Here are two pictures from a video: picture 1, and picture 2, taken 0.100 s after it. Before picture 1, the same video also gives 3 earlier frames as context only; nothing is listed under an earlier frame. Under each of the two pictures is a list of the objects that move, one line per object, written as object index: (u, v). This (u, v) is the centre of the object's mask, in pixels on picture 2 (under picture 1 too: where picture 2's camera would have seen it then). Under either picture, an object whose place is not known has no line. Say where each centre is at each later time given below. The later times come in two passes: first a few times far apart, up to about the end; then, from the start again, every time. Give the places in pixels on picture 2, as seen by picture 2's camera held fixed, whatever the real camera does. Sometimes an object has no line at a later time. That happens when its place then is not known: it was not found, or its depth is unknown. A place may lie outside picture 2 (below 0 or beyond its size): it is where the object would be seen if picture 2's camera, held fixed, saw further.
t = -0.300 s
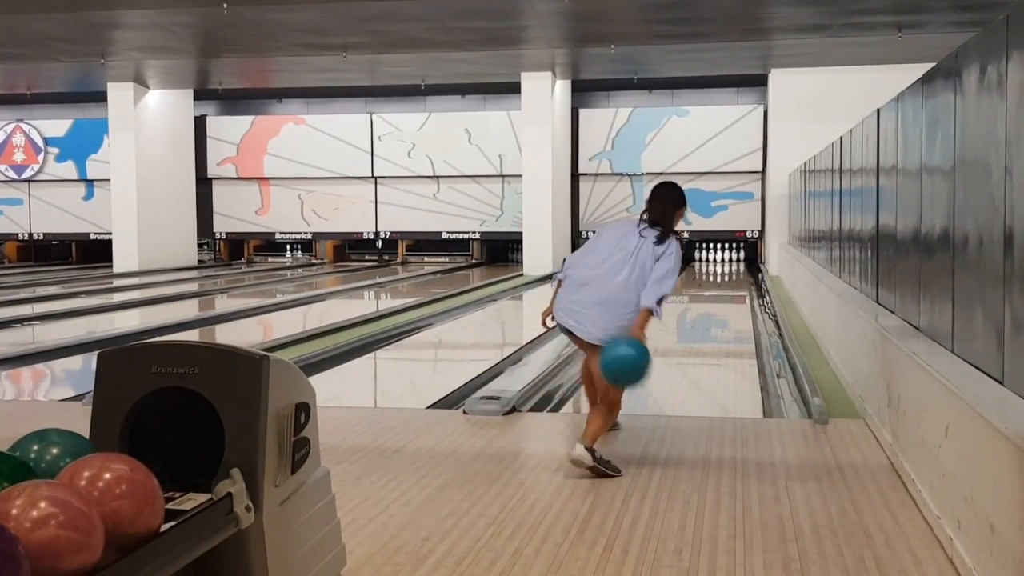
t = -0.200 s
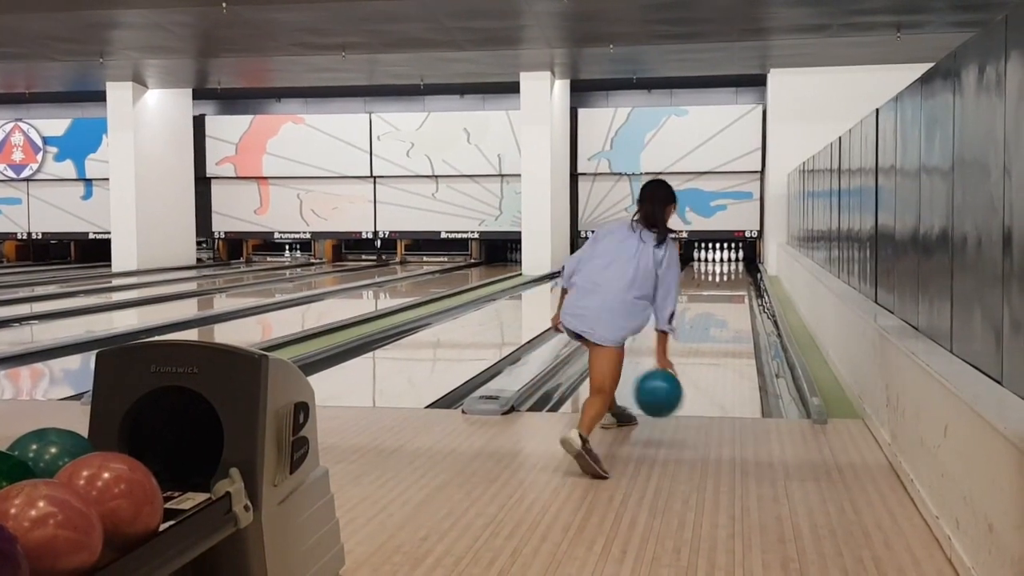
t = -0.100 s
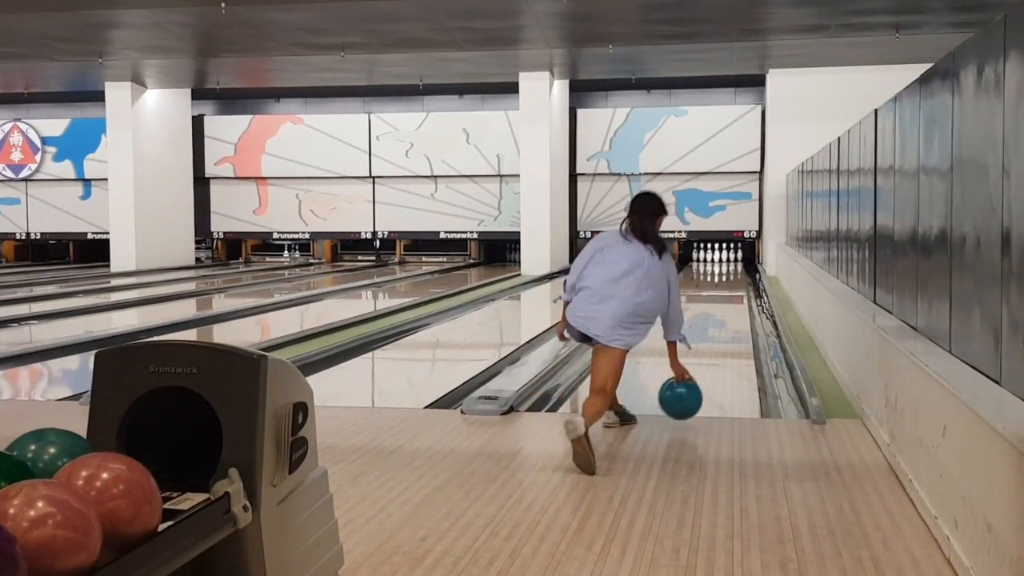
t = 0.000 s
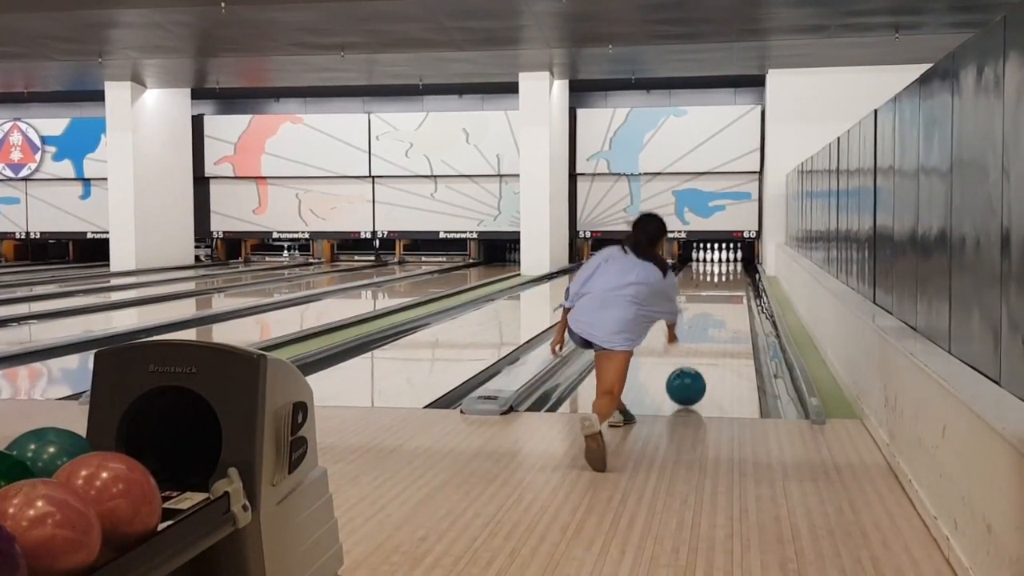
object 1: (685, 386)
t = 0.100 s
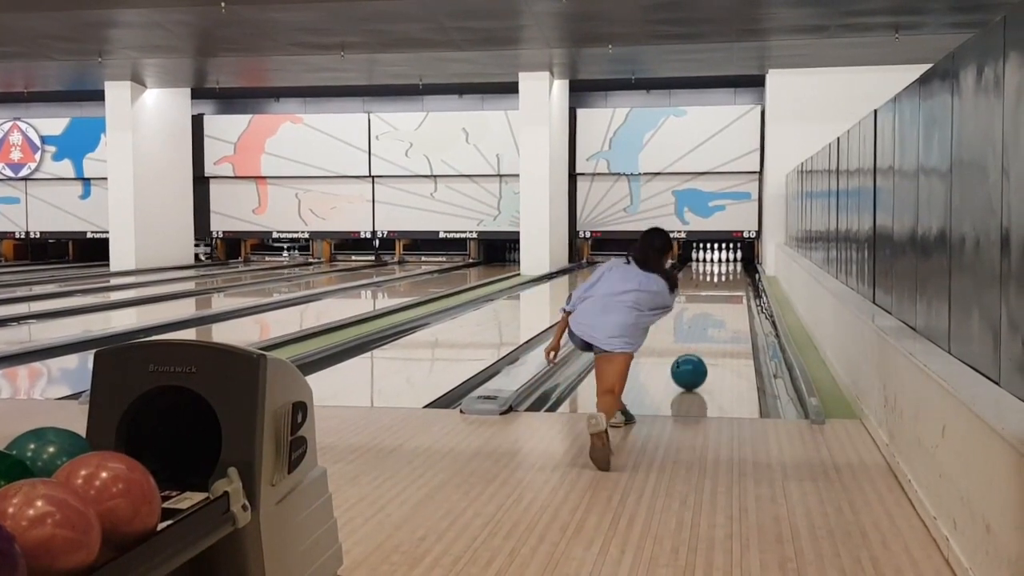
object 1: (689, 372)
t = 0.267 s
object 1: (693, 351)
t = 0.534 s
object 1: (698, 327)
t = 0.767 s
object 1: (701, 313)
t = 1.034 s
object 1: (703, 299)
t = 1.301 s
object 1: (704, 290)
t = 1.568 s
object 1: (705, 282)
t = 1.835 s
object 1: (706, 276)
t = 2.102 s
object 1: (706, 271)
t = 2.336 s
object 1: (706, 268)
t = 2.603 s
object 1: (706, 264)
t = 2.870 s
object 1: (706, 260)
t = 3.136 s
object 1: (705, 258)
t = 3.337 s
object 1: (698, 257)
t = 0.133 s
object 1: (690, 367)
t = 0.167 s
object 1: (691, 363)
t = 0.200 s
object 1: (692, 359)
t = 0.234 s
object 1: (692, 355)
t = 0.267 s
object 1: (693, 351)
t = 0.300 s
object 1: (694, 348)
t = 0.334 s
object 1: (695, 344)
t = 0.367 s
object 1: (695, 341)
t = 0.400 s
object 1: (696, 338)
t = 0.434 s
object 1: (697, 335)
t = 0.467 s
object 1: (697, 332)
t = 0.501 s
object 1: (698, 329)
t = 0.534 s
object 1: (698, 327)
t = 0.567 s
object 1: (699, 325)
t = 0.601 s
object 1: (699, 323)
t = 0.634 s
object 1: (700, 320)
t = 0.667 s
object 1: (700, 318)
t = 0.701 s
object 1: (700, 316)
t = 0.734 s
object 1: (701, 315)
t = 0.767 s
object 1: (701, 313)
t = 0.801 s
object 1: (701, 311)
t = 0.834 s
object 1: (702, 309)
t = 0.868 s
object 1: (702, 307)
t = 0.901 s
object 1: (702, 306)
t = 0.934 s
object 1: (702, 304)
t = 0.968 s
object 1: (703, 302)
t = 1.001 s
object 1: (703, 301)
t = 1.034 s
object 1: (703, 299)
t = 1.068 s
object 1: (703, 298)
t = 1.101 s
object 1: (704, 297)
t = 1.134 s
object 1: (704, 296)
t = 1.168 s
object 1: (704, 294)
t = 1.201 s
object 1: (704, 293)
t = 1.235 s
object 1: (704, 292)
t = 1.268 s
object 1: (704, 291)
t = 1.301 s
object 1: (704, 290)
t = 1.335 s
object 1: (705, 289)
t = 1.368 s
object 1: (705, 287)
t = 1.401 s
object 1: (705, 287)
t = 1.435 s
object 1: (705, 286)
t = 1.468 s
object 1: (705, 285)
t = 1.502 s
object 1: (705, 284)
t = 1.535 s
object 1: (705, 283)
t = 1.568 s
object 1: (705, 282)
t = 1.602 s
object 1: (705, 282)
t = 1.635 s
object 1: (706, 281)
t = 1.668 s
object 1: (706, 280)
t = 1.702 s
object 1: (706, 279)
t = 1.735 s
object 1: (706, 279)
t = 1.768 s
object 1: (706, 278)
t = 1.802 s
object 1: (706, 277)
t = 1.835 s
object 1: (706, 276)
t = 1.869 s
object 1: (706, 276)
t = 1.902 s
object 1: (706, 276)
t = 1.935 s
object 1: (706, 275)
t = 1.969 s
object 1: (706, 274)
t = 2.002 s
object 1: (706, 274)
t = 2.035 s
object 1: (706, 273)
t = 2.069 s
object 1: (706, 272)
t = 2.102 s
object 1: (706, 271)
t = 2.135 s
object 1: (707, 271)
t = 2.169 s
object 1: (707, 271)
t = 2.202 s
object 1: (707, 270)
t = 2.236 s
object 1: (707, 269)
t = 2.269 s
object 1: (706, 269)
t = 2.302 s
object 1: (707, 268)
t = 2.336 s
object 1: (706, 268)
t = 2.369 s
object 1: (707, 267)
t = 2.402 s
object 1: (706, 267)
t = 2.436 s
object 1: (706, 266)
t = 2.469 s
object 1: (706, 265)
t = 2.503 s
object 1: (706, 265)
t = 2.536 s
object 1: (706, 264)
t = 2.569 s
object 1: (706, 264)
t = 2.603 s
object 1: (706, 264)
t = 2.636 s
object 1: (706, 263)
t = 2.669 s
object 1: (706, 263)
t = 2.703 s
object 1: (706, 262)
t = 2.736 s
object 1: (706, 262)
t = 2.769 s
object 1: (706, 261)
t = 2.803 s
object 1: (706, 261)
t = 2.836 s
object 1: (705, 261)
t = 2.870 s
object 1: (706, 260)
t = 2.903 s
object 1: (705, 260)
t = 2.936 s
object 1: (705, 260)
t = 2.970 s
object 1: (705, 259)
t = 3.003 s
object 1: (705, 259)
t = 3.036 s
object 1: (705, 258)
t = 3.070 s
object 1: (705, 259)
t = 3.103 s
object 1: (704, 258)
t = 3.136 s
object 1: (705, 258)
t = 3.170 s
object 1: (704, 257)
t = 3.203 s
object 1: (703, 257)
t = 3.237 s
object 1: (702, 256)
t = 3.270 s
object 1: (701, 257)
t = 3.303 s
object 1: (699, 256)
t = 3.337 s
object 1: (698, 257)
